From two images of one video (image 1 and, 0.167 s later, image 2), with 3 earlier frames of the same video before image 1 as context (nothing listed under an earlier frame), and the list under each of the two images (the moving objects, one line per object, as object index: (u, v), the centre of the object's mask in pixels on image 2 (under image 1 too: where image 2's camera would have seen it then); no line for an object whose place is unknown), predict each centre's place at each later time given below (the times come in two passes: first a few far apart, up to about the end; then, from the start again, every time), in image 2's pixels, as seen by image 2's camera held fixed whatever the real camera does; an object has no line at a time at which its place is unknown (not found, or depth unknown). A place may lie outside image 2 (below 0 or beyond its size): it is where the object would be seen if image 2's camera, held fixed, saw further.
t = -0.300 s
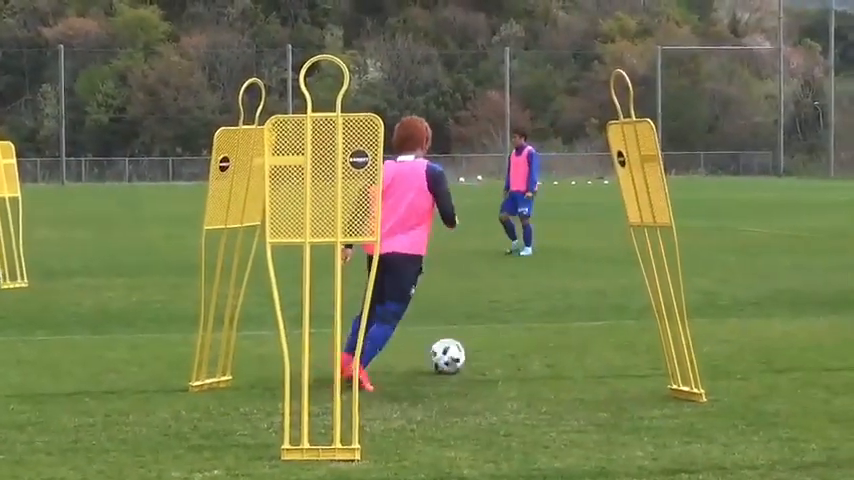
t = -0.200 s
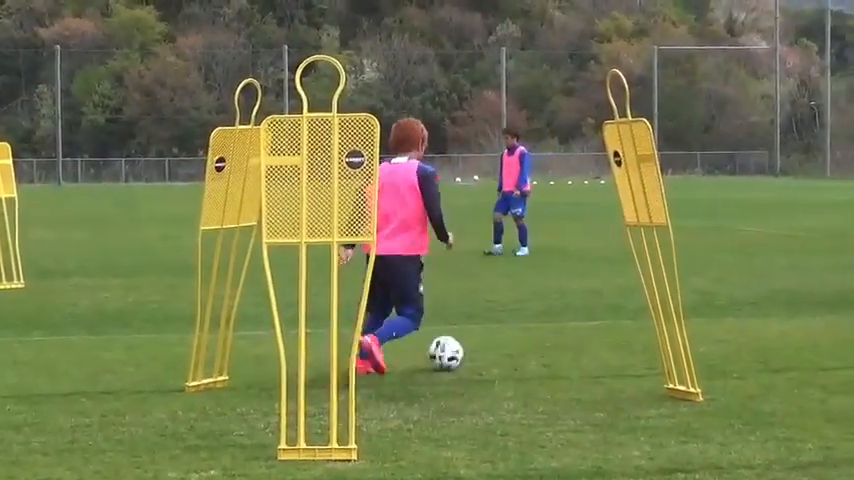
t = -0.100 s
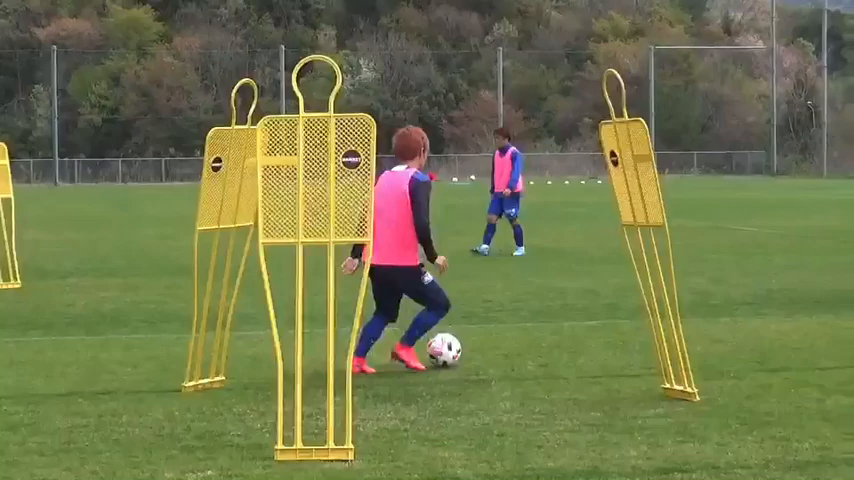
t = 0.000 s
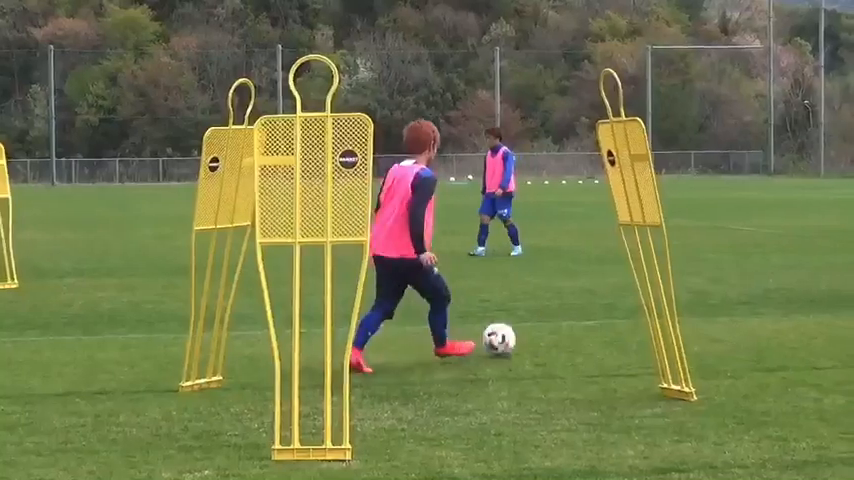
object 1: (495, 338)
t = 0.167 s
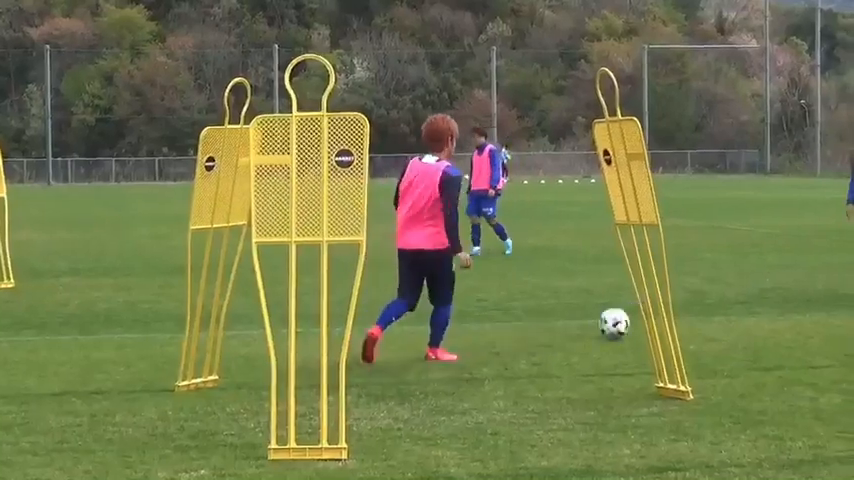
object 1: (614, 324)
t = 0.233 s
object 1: (650, 314)
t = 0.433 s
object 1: (739, 304)
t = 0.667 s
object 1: (808, 293)
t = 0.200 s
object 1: (633, 320)
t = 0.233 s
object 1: (650, 314)
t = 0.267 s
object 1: (669, 310)
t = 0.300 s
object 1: (685, 311)
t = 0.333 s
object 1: (701, 311)
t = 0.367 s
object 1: (714, 307)
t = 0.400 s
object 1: (727, 305)
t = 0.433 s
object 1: (739, 304)
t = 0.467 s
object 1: (752, 303)
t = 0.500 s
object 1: (763, 301)
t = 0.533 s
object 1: (773, 299)
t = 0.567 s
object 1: (782, 298)
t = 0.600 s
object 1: (792, 297)
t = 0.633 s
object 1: (800, 295)
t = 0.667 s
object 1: (808, 293)
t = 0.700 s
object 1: (816, 292)
